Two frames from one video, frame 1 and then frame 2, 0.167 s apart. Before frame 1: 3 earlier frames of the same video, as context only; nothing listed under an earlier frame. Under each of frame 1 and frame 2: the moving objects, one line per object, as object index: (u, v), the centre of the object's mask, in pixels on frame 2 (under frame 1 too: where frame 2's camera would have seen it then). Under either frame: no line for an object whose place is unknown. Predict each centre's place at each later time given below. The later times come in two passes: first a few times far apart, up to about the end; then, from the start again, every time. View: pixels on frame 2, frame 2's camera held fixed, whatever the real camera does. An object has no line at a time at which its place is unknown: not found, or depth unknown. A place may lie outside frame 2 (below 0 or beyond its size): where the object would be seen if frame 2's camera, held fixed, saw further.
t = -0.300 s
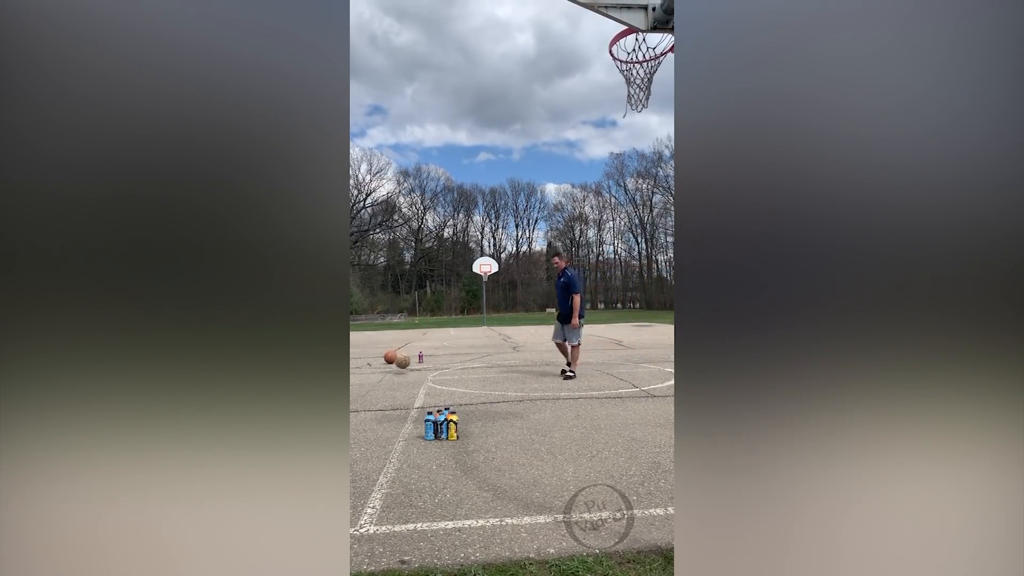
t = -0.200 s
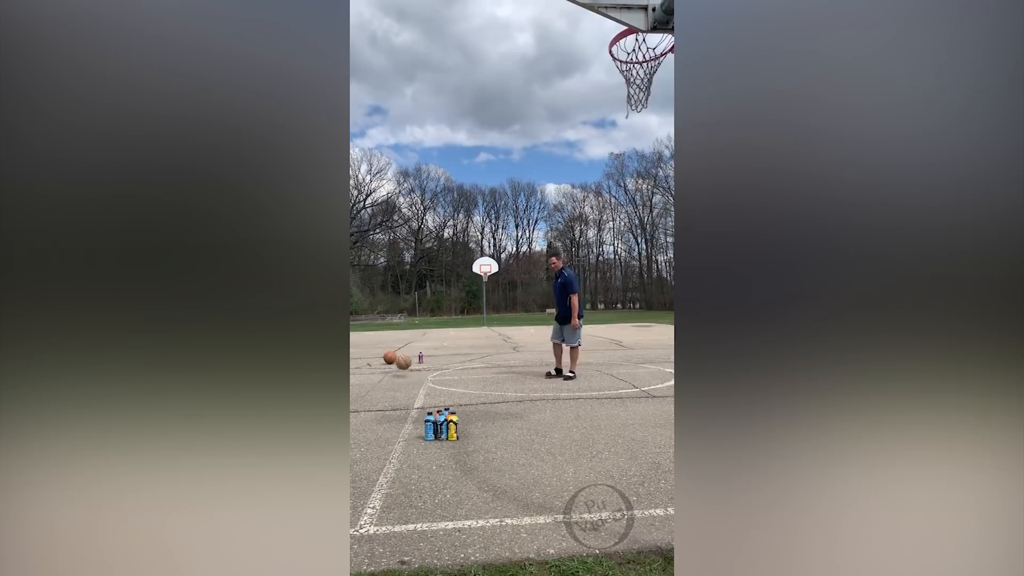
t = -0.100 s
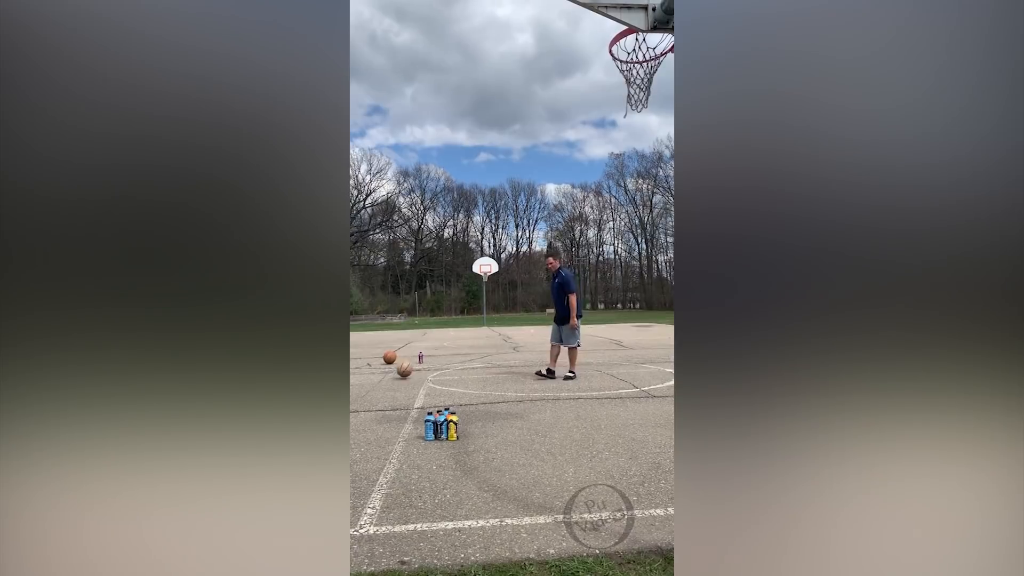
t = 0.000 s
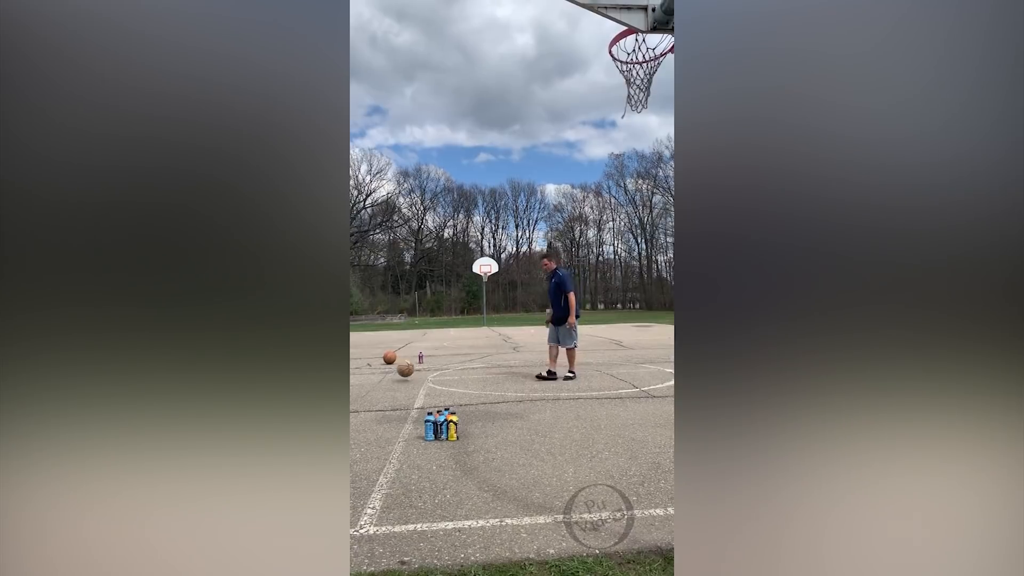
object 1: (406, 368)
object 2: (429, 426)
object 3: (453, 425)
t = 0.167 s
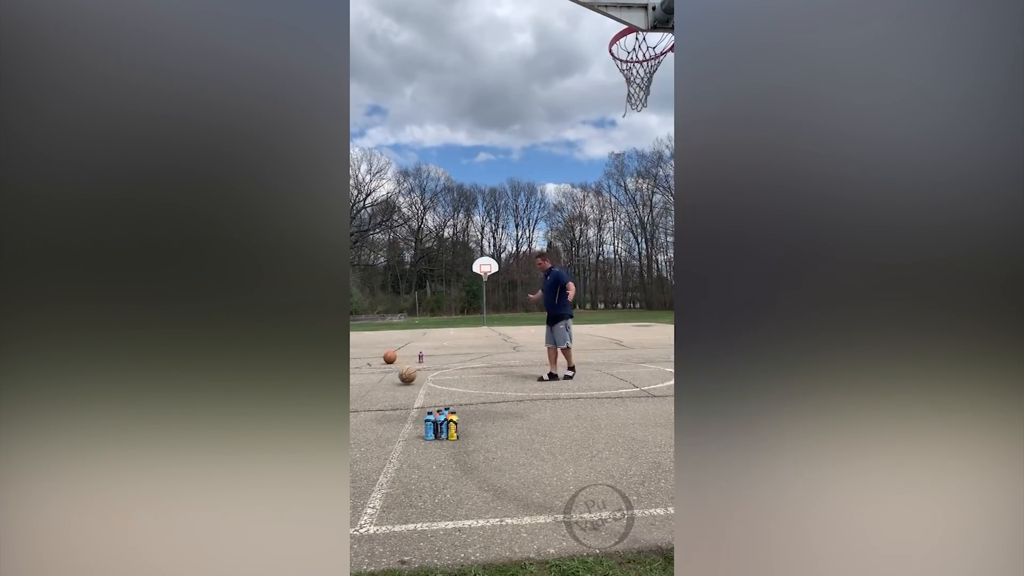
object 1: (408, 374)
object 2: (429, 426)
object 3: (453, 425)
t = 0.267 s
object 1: (409, 375)
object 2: (429, 426)
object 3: (453, 425)
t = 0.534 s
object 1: (414, 382)
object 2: (429, 426)
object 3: (453, 425)
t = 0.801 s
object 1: (419, 392)
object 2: (429, 426)
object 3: (453, 425)
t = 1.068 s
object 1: (426, 403)
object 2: (429, 426)
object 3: (453, 425)
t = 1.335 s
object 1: (432, 408)
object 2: (429, 424)
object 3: (453, 425)
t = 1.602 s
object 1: (425, 421)
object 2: (425, 431)
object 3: (462, 440)
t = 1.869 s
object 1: (414, 429)
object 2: (430, 441)
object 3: (464, 441)
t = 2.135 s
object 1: (403, 436)
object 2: (434, 447)
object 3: (464, 442)
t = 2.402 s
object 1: (390, 444)
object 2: (437, 447)
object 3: (464, 442)
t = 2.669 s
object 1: (377, 451)
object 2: (438, 447)
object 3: (464, 441)
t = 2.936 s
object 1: (365, 459)
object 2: (435, 448)
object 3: (464, 442)
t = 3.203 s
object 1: (357, 465)
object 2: (436, 447)
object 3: (464, 442)
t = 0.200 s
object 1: (408, 375)
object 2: (429, 426)
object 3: (453, 425)
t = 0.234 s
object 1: (409, 375)
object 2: (429, 426)
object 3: (453, 426)
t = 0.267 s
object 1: (409, 375)
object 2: (429, 426)
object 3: (453, 425)
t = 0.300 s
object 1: (409, 375)
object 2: (429, 426)
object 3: (453, 425)
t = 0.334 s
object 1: (410, 376)
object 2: (429, 426)
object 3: (453, 425)
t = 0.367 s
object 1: (410, 379)
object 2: (429, 426)
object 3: (453, 425)
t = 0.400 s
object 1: (411, 381)
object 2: (429, 426)
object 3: (453, 425)
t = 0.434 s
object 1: (412, 381)
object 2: (429, 426)
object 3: (453, 425)
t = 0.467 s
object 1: (412, 380)
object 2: (429, 426)
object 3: (453, 425)
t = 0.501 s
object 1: (413, 381)
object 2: (429, 426)
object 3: (453, 425)
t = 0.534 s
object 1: (414, 382)
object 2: (429, 426)
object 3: (453, 425)
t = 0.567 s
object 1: (414, 386)
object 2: (429, 426)
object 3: (453, 425)
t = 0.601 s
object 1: (415, 386)
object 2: (429, 426)
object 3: (453, 425)
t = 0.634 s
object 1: (416, 386)
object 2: (429, 426)
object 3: (453, 425)
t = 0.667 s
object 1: (416, 387)
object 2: (429, 425)
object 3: (453, 425)
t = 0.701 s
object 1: (417, 389)
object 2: (429, 426)
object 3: (453, 425)
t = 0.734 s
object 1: (418, 391)
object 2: (429, 426)
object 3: (453, 425)
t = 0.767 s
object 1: (419, 391)
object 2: (429, 426)
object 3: (453, 425)
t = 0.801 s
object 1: (419, 392)
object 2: (429, 426)
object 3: (453, 425)
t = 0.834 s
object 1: (420, 394)
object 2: (429, 426)
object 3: (453, 425)
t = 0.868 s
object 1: (421, 396)
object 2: (429, 426)
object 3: (453, 425)
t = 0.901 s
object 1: (422, 397)
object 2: (429, 426)
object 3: (453, 425)
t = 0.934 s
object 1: (423, 397)
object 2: (429, 426)
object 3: (453, 425)
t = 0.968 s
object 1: (424, 399)
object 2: (429, 426)
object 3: (453, 425)
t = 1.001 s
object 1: (424, 399)
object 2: (429, 426)
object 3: (453, 425)
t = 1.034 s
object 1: (426, 402)
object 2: (429, 426)
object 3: (453, 425)
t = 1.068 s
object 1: (426, 403)
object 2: (429, 426)
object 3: (453, 425)
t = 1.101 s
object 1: (427, 403)
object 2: (429, 426)
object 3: (453, 425)
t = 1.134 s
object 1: (427, 404)
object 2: (429, 426)
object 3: (453, 425)
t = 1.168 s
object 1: (428, 406)
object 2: (429, 426)
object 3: (453, 425)
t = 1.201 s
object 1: (429, 407)
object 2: (428, 416)
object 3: (453, 425)
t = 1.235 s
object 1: (430, 406)
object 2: (429, 426)
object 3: (453, 425)
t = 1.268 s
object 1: (431, 407)
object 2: (429, 426)
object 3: (453, 425)
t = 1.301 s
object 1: (432, 407)
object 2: (429, 422)
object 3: (453, 425)
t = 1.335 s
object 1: (432, 408)
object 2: (429, 424)
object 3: (453, 425)
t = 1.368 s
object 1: (432, 408)
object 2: (428, 423)
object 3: (455, 425)
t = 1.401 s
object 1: (431, 411)
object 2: (428, 424)
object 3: (455, 427)
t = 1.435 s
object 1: (431, 412)
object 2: (427, 424)
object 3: (457, 429)
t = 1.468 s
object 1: (432, 416)
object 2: (427, 427)
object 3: (458, 430)
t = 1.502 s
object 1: (430, 417)
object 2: (427, 426)
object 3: (459, 432)
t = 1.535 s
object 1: (430, 420)
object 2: (426, 429)
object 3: (461, 433)
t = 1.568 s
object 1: (429, 420)
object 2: (426, 431)
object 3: (461, 437)
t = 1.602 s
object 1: (425, 421)
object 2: (425, 431)
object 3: (462, 440)
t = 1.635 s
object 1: (424, 421)
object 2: (425, 433)
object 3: (462, 440)
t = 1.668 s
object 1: (423, 422)
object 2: (425, 435)
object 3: (462, 440)
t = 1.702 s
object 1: (422, 423)
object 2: (426, 439)
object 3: (462, 440)
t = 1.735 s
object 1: (420, 425)
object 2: (426, 442)
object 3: (463, 441)
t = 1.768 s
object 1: (419, 425)
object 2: (426, 441)
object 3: (463, 441)
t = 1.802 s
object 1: (417, 426)
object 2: (426, 440)
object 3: (464, 441)
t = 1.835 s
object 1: (415, 428)
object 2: (427, 440)
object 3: (464, 441)
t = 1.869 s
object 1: (414, 429)
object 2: (430, 441)
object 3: (464, 441)
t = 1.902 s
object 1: (413, 430)
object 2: (430, 443)
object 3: (464, 441)
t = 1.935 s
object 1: (411, 431)
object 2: (430, 445)
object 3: (464, 442)
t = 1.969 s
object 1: (410, 432)
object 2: (431, 444)
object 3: (464, 442)
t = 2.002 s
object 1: (409, 433)
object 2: (432, 445)
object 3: (464, 442)
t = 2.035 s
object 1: (408, 434)
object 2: (432, 446)
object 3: (464, 442)
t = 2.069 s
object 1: (406, 435)
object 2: (432, 446)
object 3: (464, 442)
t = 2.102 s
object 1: (404, 436)
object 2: (433, 446)
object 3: (464, 442)
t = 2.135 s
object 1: (403, 436)
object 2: (434, 447)
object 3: (464, 442)
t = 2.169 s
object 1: (401, 438)
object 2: (434, 447)
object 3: (464, 442)
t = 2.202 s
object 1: (400, 439)
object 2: (435, 447)
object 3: (464, 442)
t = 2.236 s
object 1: (399, 440)
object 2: (435, 448)
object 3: (464, 442)
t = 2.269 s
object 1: (397, 440)
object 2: (436, 447)
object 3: (464, 442)
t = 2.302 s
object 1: (396, 441)
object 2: (435, 448)
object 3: (464, 442)
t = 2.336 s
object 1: (393, 443)
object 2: (436, 447)
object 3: (464, 442)
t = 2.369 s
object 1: (392, 443)
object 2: (436, 447)
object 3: (464, 442)
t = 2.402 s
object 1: (390, 444)
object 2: (437, 447)
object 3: (464, 442)
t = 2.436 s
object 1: (389, 445)
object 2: (437, 447)
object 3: (464, 442)
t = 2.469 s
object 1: (388, 446)
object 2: (438, 447)
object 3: (464, 442)
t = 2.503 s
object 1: (387, 447)
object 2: (438, 447)
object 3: (464, 442)
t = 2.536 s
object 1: (384, 447)
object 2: (438, 447)
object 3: (464, 442)
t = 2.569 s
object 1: (382, 448)
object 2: (438, 447)
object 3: (464, 442)
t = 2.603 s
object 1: (381, 449)
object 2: (438, 447)
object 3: (464, 442)
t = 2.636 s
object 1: (378, 450)
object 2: (438, 447)
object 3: (464, 441)
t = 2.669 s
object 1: (377, 451)
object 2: (438, 447)
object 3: (464, 441)
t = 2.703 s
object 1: (375, 452)
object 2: (438, 447)
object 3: (464, 441)
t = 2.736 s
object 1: (373, 454)
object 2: (438, 447)
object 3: (464, 441)
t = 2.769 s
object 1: (372, 454)
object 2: (437, 447)
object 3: (464, 441)
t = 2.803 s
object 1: (370, 456)
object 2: (437, 447)
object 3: (464, 441)
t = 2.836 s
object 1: (369, 456)
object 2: (437, 447)
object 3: (464, 441)
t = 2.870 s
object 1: (368, 457)
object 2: (436, 447)
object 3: (464, 442)
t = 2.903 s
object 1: (366, 458)
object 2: (436, 447)
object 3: (464, 442)
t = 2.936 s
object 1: (365, 459)
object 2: (435, 448)
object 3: (464, 442)
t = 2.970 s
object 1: (364, 460)
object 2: (435, 448)
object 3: (464, 442)
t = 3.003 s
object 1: (363, 461)
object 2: (435, 447)
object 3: (464, 442)
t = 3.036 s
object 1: (362, 462)
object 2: (434, 448)
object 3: (464, 442)
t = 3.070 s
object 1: (361, 462)
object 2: (434, 447)
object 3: (464, 442)
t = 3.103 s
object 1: (360, 463)
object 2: (434, 448)
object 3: (464, 442)
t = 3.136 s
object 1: (359, 464)
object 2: (434, 448)
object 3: (464, 442)
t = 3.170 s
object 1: (358, 465)
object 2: (434, 447)
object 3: (464, 442)
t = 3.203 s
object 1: (357, 465)
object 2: (436, 447)
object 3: (464, 442)
